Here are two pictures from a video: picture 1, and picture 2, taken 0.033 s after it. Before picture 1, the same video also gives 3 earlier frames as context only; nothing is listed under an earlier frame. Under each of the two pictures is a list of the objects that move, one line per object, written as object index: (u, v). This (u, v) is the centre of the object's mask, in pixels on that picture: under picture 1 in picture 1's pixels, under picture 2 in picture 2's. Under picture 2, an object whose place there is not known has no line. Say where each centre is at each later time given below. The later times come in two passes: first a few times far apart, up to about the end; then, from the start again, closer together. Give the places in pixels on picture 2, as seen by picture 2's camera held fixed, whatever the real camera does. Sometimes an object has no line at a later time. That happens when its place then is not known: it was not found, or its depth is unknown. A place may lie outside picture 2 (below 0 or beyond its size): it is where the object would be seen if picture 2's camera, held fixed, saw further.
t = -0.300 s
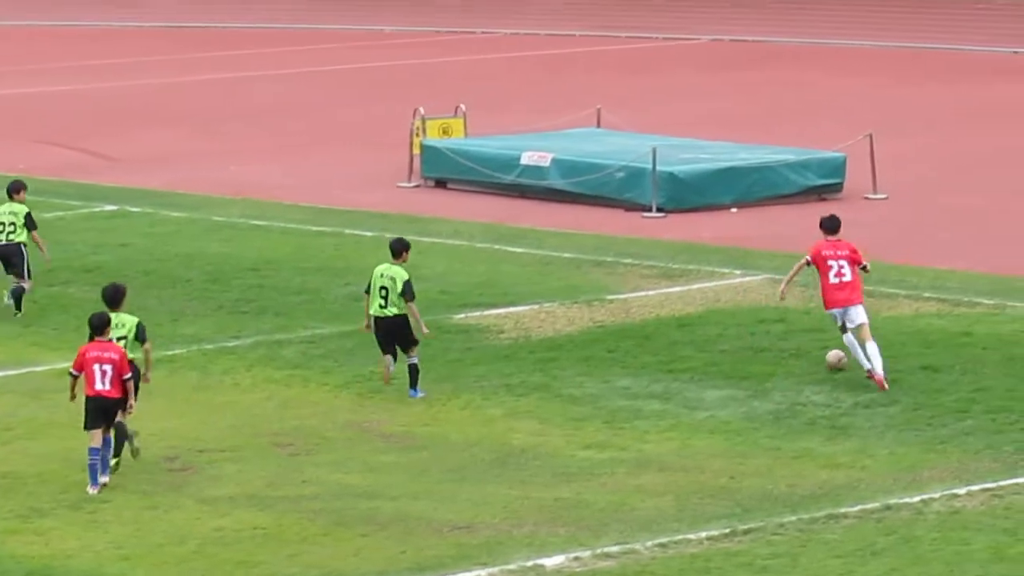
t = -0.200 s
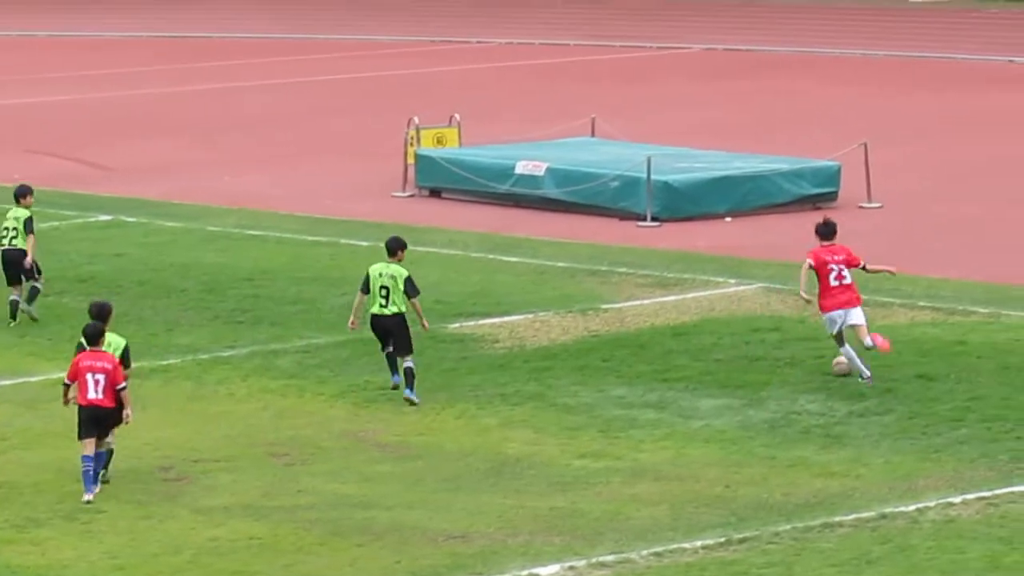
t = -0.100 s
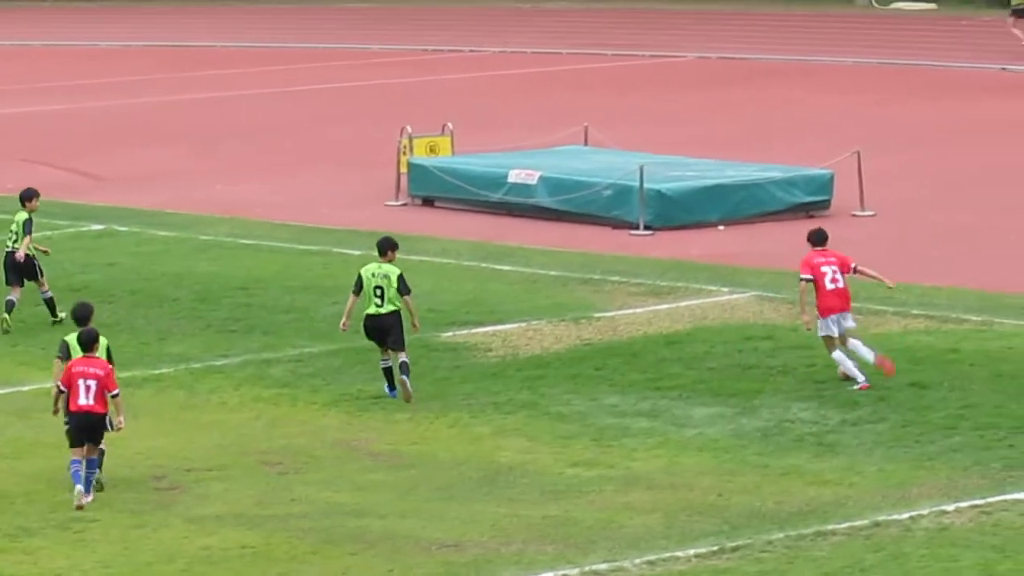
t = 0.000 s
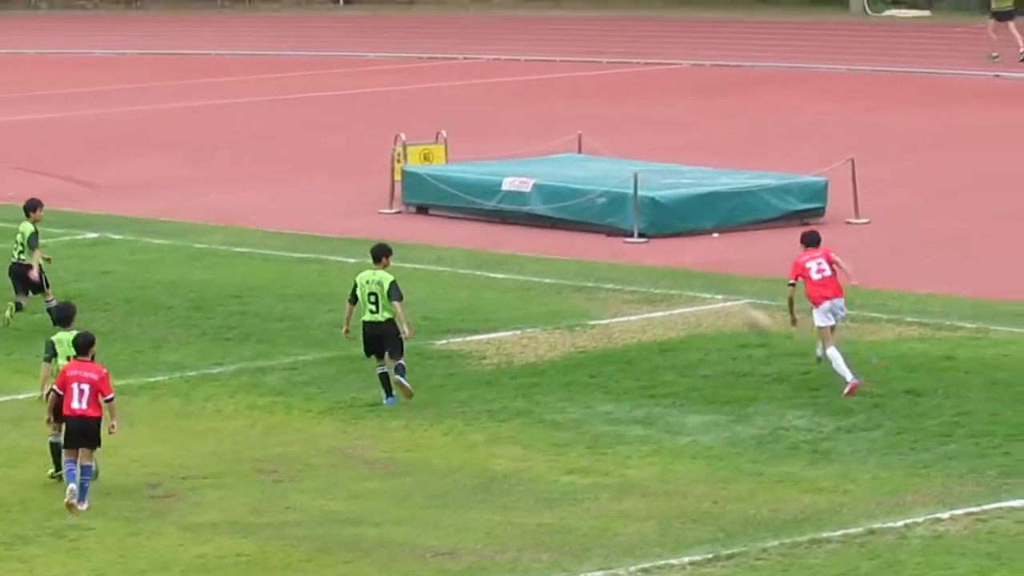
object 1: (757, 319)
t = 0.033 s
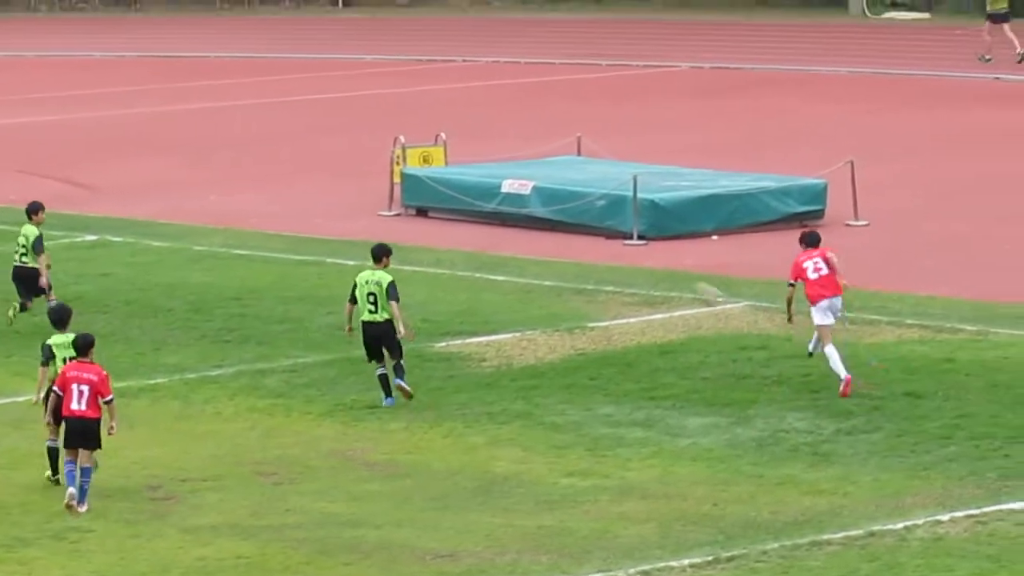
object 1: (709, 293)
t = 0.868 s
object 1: (-226, -79)
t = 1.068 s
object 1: (-430, -103)
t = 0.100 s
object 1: (617, 243)
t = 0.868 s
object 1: (-226, -79)
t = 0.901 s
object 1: (-261, -84)
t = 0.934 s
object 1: (-294, -89)
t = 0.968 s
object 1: (-328, -94)
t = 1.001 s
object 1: (-361, -97)
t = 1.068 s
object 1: (-430, -103)
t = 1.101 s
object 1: (-465, -102)
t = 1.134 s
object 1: (-500, -102)
